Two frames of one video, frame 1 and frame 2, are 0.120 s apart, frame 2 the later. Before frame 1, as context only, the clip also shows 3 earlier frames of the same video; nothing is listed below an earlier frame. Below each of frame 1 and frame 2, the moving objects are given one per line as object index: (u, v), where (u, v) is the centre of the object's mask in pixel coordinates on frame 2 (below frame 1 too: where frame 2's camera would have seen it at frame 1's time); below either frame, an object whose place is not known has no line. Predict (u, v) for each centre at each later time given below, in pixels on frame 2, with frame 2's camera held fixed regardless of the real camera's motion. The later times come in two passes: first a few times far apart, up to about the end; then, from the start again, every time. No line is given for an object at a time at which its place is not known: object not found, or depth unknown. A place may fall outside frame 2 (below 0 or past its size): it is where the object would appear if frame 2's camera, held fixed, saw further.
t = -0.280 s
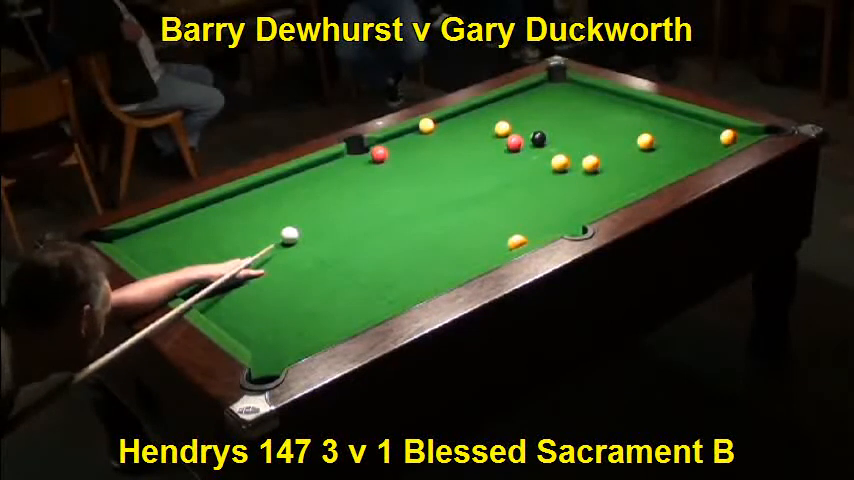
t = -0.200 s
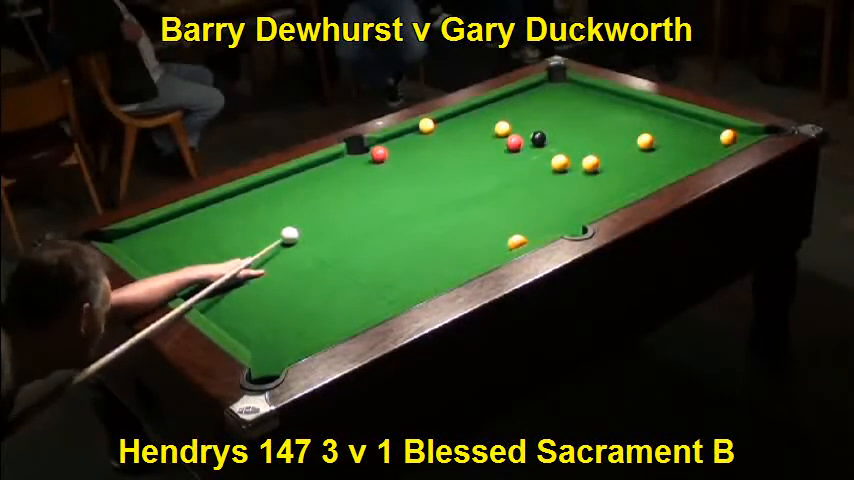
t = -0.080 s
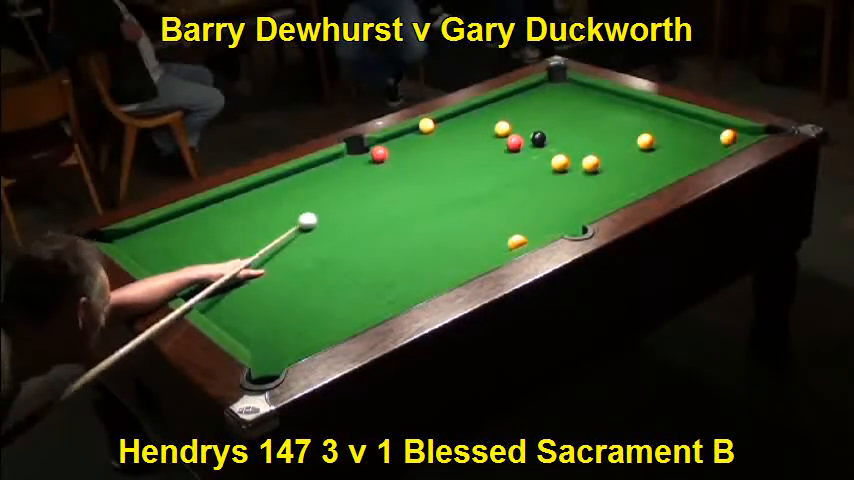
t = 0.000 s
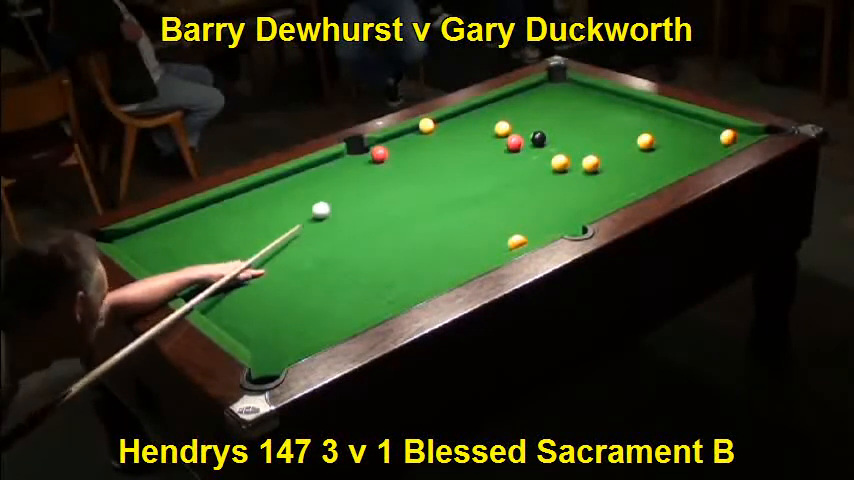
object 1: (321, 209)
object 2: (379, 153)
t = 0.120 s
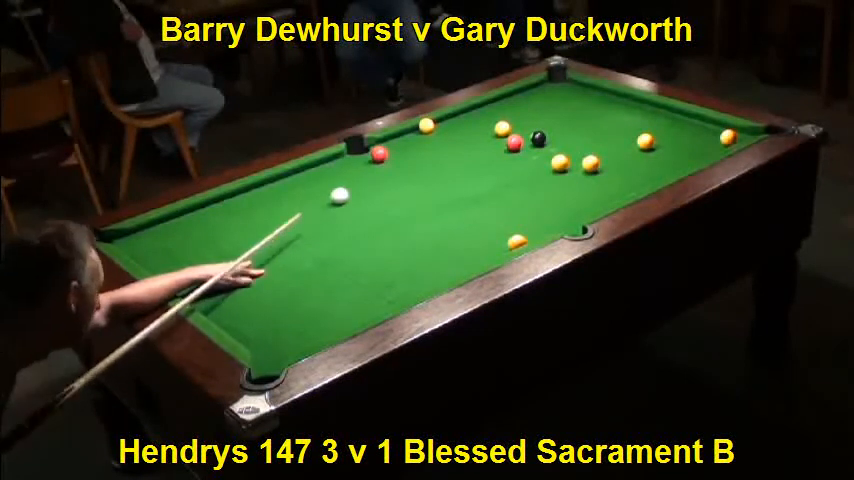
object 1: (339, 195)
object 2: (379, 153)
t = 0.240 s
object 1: (357, 181)
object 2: (379, 153)
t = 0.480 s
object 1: (389, 158)
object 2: (378, 152)
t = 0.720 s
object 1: (426, 145)
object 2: (371, 148)
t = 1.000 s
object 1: (465, 131)
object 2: (362, 149)
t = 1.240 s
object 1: (494, 119)
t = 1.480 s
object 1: (521, 111)
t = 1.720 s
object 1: (545, 103)
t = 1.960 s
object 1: (566, 95)
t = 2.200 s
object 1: (583, 89)
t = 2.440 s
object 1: (585, 89)
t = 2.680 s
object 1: (576, 93)
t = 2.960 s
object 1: (567, 96)
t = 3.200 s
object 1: (561, 99)
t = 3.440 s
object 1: (558, 101)
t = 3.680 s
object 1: (555, 102)
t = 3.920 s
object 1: (554, 102)
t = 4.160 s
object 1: (553, 102)
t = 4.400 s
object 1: (553, 102)
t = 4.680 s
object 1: (553, 102)
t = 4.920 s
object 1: (553, 102)
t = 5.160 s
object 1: (553, 102)
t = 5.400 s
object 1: (553, 102)
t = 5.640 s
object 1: (553, 102)
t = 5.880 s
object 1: (553, 102)
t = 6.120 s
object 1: (553, 102)
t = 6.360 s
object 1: (553, 102)
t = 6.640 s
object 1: (553, 102)
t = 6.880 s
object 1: (553, 102)
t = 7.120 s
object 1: (553, 102)
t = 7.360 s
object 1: (553, 102)
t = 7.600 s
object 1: (553, 102)
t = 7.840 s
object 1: (553, 102)
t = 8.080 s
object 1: (553, 102)
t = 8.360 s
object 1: (553, 102)
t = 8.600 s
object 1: (553, 102)
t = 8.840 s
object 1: (553, 102)
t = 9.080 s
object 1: (553, 102)
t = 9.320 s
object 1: (553, 102)
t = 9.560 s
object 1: (553, 102)
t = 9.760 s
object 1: (553, 102)
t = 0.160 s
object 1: (345, 190)
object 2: (379, 153)
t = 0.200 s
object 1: (351, 186)
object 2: (379, 153)
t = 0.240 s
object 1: (357, 181)
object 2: (379, 153)
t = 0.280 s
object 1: (362, 177)
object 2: (379, 153)
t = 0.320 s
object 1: (367, 173)
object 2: (379, 153)
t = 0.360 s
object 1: (373, 169)
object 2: (379, 153)
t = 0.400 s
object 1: (378, 165)
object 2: (379, 152)
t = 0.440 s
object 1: (383, 161)
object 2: (378, 150)
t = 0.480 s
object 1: (389, 158)
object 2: (378, 152)
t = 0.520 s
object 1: (395, 155)
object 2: (377, 152)
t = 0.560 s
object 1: (401, 153)
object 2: (376, 151)
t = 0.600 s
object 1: (408, 151)
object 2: (375, 150)
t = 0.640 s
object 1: (414, 149)
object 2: (374, 149)
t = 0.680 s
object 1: (420, 147)
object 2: (372, 148)
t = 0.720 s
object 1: (426, 145)
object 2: (371, 148)
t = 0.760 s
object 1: (432, 143)
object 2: (371, 147)
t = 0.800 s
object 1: (437, 141)
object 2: (369, 146)
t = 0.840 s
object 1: (443, 139)
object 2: (368, 145)
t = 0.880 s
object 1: (449, 137)
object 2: (367, 144)
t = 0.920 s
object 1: (454, 135)
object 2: (365, 144)
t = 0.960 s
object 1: (460, 133)
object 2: (364, 145)
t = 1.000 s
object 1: (465, 131)
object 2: (362, 149)
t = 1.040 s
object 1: (470, 129)
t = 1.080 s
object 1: (475, 127)
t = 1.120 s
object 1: (480, 125)
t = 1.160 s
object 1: (485, 123)
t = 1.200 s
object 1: (489, 122)
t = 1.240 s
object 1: (494, 119)
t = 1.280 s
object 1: (499, 117)
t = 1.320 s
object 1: (504, 116)
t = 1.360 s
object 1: (509, 115)
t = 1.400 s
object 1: (513, 114)
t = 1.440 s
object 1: (517, 112)
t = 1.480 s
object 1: (521, 111)
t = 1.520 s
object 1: (525, 110)
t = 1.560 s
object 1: (529, 108)
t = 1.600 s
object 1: (533, 107)
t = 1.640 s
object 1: (537, 105)
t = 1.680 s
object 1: (541, 104)
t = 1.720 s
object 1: (545, 103)
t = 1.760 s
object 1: (548, 102)
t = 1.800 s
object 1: (552, 100)
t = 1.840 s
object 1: (555, 99)
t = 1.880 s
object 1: (559, 98)
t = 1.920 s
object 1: (562, 97)
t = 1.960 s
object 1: (566, 95)
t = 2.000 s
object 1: (568, 94)
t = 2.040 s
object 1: (572, 94)
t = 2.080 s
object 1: (575, 93)
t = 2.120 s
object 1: (578, 91)
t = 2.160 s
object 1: (581, 90)
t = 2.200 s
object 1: (583, 89)
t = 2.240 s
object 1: (586, 88)
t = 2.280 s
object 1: (589, 87)
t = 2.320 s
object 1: (590, 87)
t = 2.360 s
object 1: (588, 88)
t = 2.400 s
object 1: (587, 88)
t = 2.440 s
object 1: (585, 89)
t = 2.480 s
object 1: (584, 89)
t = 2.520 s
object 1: (582, 90)
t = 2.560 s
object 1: (580, 91)
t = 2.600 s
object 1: (579, 92)
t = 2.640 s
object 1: (577, 92)
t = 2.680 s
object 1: (576, 93)
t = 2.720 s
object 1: (575, 93)
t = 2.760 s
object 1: (573, 94)
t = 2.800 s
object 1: (572, 94)
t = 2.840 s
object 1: (571, 95)
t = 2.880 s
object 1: (570, 95)
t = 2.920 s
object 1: (568, 96)
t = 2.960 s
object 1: (567, 96)
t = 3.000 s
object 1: (566, 97)
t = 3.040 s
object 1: (565, 97)
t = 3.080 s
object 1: (564, 98)
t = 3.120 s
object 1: (563, 98)
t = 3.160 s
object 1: (562, 99)
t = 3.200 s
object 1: (561, 99)
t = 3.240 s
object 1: (560, 99)
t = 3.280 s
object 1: (560, 99)
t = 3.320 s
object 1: (559, 100)
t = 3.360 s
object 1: (558, 100)
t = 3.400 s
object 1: (558, 100)
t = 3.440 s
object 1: (558, 101)
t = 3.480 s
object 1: (557, 101)
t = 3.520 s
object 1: (556, 101)
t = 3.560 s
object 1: (556, 101)
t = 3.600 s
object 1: (556, 101)
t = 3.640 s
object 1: (555, 102)
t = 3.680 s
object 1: (555, 102)
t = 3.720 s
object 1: (555, 102)
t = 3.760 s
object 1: (554, 102)
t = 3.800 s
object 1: (554, 102)
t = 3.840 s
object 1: (554, 102)
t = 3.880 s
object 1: (554, 102)
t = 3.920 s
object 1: (554, 102)
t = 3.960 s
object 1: (554, 102)
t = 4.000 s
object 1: (553, 102)
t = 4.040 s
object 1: (553, 102)
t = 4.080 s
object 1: (553, 102)
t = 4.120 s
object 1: (553, 102)
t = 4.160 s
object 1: (553, 102)
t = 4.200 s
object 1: (553, 102)
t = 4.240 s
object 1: (553, 102)
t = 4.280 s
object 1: (553, 102)
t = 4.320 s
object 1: (553, 102)
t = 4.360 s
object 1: (553, 102)
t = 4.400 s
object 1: (553, 102)
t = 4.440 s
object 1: (553, 102)
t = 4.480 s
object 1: (553, 102)
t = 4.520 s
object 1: (553, 102)
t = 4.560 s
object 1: (553, 102)
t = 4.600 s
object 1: (553, 102)
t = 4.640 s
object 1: (553, 102)
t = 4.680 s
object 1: (553, 102)
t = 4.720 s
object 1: (553, 102)
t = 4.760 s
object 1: (553, 102)
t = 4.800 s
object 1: (553, 102)
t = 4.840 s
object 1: (553, 102)
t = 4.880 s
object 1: (553, 102)
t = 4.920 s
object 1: (553, 102)
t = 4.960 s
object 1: (553, 102)
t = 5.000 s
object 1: (553, 102)
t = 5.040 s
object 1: (553, 102)
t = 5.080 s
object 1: (553, 102)
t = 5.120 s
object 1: (553, 102)
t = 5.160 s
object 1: (553, 102)
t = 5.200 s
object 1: (553, 102)
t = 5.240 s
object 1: (553, 102)
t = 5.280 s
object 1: (553, 102)
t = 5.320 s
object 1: (553, 102)
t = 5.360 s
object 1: (553, 102)
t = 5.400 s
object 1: (553, 102)
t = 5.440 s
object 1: (553, 102)
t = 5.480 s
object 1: (553, 102)
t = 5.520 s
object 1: (553, 102)
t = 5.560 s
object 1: (553, 102)
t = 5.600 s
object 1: (553, 102)
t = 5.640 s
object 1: (553, 102)
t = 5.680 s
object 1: (553, 102)
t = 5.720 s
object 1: (553, 102)
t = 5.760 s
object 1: (553, 102)
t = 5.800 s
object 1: (553, 102)
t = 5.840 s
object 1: (553, 102)
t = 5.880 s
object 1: (553, 102)
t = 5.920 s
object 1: (553, 102)
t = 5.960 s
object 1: (553, 102)
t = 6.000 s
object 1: (553, 102)
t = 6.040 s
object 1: (553, 102)
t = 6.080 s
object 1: (553, 102)
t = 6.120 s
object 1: (553, 102)
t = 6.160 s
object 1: (553, 102)
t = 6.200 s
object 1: (553, 102)
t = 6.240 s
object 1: (553, 102)
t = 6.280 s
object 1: (553, 102)
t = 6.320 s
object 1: (553, 102)
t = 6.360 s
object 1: (553, 102)
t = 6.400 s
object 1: (553, 102)
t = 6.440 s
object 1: (553, 102)
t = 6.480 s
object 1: (553, 102)
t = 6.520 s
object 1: (553, 102)
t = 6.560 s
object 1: (553, 102)
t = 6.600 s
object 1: (553, 102)
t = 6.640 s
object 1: (553, 102)
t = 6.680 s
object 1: (553, 102)
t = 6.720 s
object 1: (553, 102)
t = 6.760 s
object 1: (553, 102)
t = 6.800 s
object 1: (553, 102)
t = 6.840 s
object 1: (553, 102)
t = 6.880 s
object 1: (553, 102)
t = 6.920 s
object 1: (553, 102)
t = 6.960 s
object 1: (553, 102)
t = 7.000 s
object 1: (553, 102)
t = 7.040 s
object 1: (553, 102)
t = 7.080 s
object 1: (553, 102)
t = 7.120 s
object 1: (553, 102)
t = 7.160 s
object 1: (553, 102)
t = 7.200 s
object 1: (553, 102)
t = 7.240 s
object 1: (553, 102)
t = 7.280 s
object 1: (553, 102)
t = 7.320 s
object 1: (553, 102)
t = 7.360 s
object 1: (553, 102)
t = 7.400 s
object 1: (553, 102)
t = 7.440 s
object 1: (553, 102)
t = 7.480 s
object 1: (553, 102)
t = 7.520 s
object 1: (553, 102)
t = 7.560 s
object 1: (553, 102)
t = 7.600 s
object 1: (553, 102)
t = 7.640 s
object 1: (553, 102)
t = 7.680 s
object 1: (553, 102)
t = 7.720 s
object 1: (553, 102)
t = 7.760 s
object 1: (553, 102)
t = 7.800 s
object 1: (553, 102)
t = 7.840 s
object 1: (553, 102)
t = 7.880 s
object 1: (553, 102)
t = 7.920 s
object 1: (553, 102)
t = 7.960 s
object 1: (553, 102)
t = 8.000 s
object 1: (553, 102)
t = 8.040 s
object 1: (553, 102)
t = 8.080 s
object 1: (553, 102)
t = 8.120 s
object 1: (553, 102)
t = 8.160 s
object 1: (553, 102)
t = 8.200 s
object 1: (553, 102)
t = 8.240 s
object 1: (553, 102)
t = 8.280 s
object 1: (553, 102)
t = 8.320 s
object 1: (553, 102)
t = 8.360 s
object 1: (553, 102)
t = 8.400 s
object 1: (553, 102)
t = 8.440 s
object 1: (553, 102)
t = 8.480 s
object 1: (553, 102)
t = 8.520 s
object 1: (553, 102)
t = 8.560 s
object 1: (553, 102)
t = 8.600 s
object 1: (553, 102)
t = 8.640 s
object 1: (553, 102)
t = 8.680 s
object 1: (553, 102)
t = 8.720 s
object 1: (553, 102)
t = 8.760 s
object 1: (553, 102)
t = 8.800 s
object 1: (553, 102)
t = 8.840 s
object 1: (553, 102)
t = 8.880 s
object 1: (553, 102)
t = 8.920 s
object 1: (553, 102)
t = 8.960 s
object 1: (553, 102)
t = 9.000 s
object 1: (553, 102)
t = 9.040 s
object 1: (553, 102)
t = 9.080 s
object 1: (553, 102)
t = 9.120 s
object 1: (553, 102)
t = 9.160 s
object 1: (553, 102)
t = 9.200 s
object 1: (553, 102)
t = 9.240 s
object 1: (553, 102)
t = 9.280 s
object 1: (553, 102)
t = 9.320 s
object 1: (553, 102)
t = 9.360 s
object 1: (553, 102)
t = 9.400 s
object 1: (553, 102)
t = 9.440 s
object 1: (553, 102)
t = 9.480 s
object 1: (553, 102)
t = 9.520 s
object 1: (553, 102)
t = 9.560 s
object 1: (553, 102)
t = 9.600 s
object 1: (553, 102)
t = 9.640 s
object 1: (553, 102)
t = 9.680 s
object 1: (553, 102)
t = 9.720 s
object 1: (553, 102)
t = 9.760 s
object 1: (553, 102)
